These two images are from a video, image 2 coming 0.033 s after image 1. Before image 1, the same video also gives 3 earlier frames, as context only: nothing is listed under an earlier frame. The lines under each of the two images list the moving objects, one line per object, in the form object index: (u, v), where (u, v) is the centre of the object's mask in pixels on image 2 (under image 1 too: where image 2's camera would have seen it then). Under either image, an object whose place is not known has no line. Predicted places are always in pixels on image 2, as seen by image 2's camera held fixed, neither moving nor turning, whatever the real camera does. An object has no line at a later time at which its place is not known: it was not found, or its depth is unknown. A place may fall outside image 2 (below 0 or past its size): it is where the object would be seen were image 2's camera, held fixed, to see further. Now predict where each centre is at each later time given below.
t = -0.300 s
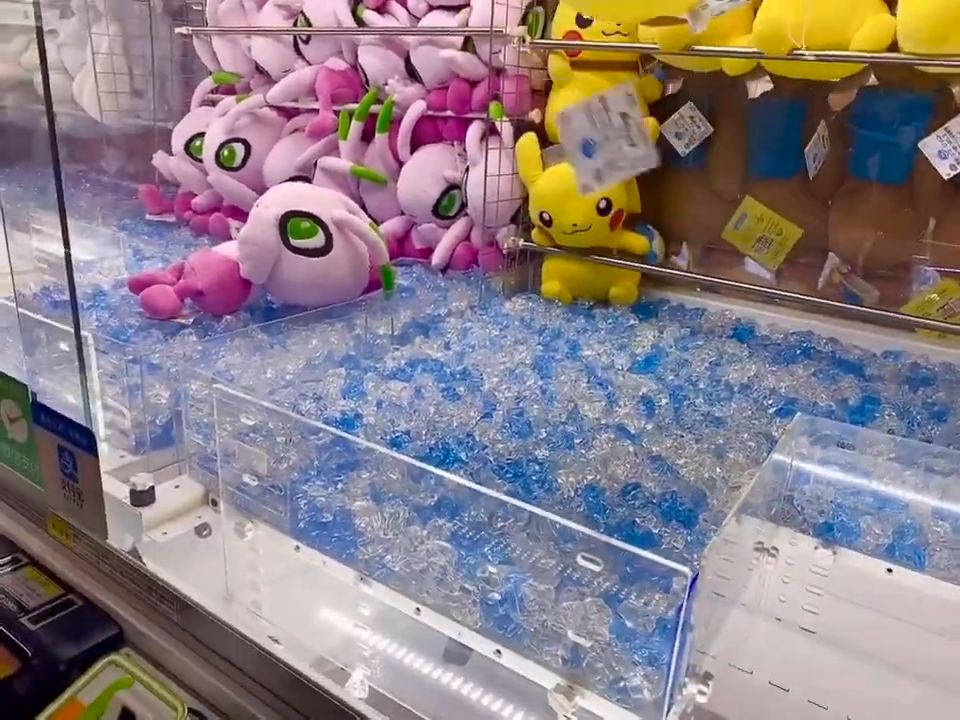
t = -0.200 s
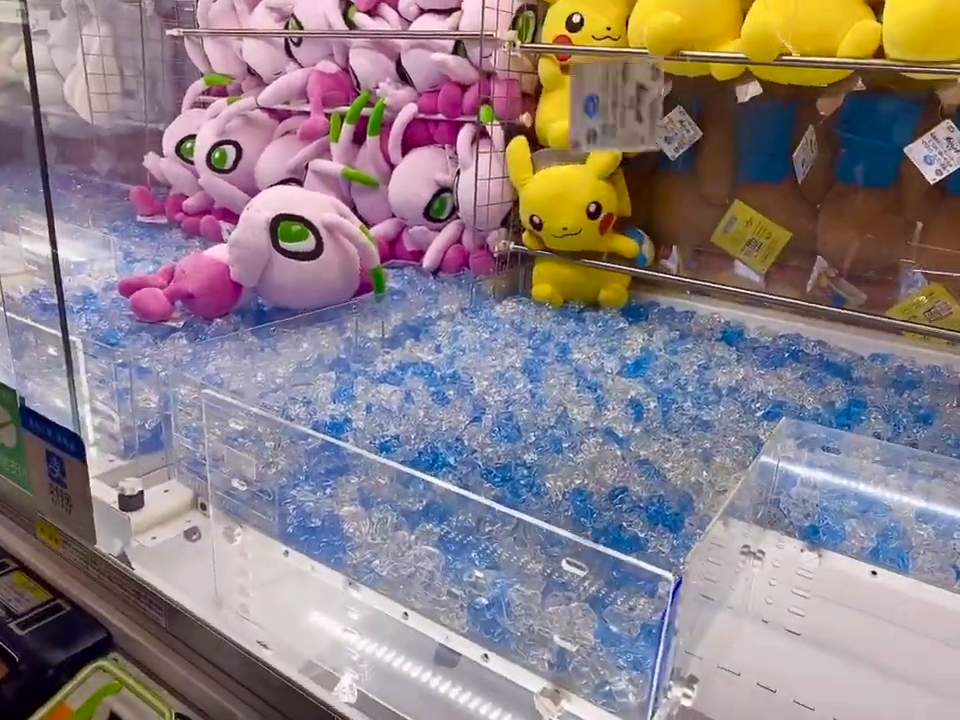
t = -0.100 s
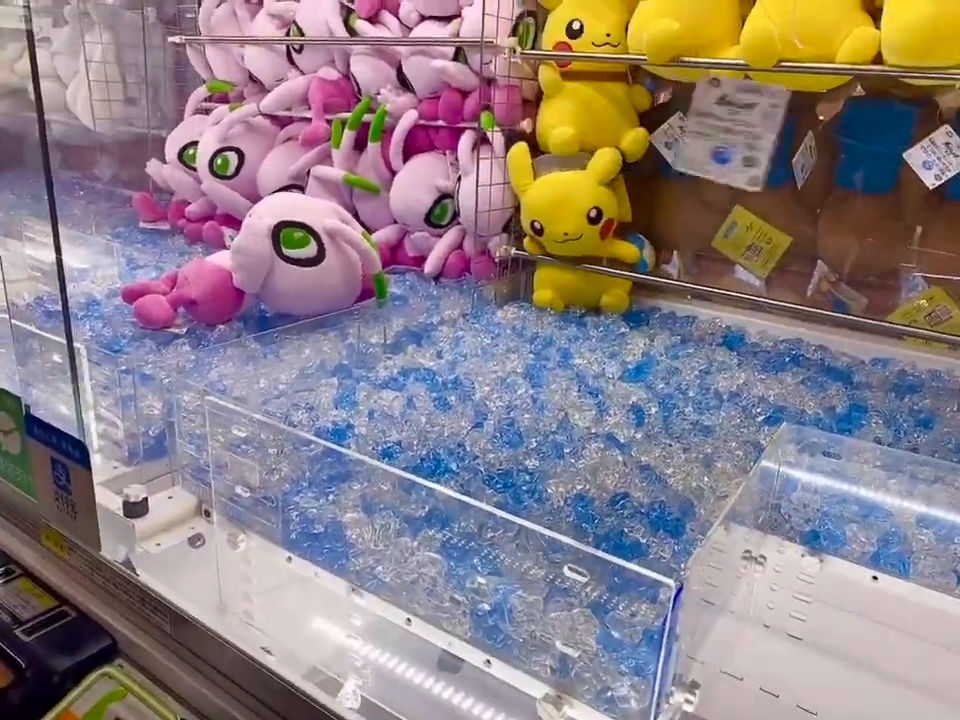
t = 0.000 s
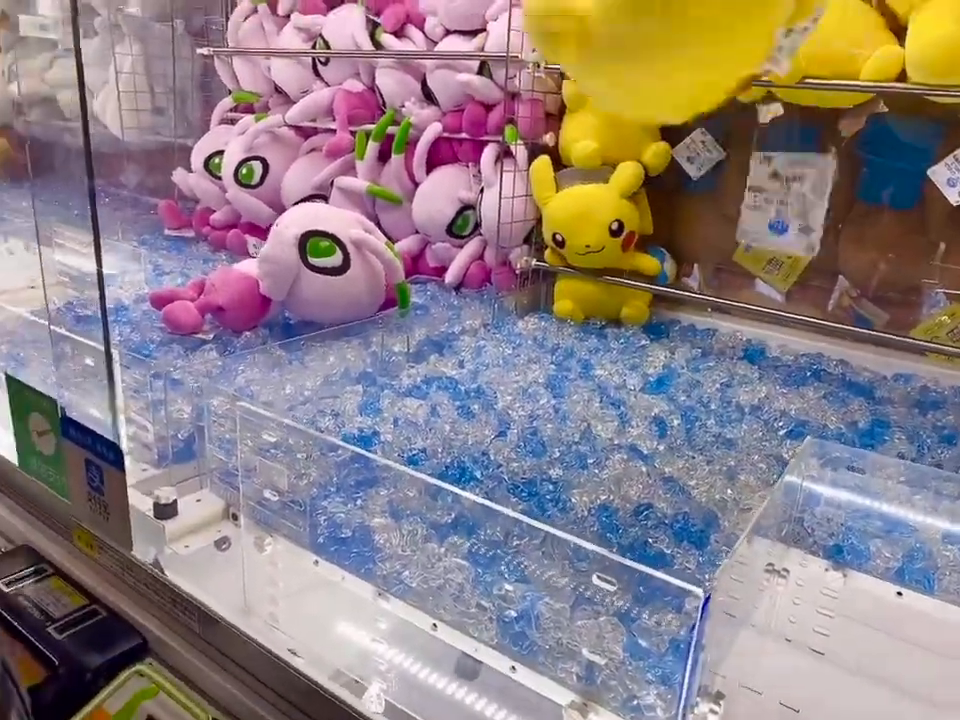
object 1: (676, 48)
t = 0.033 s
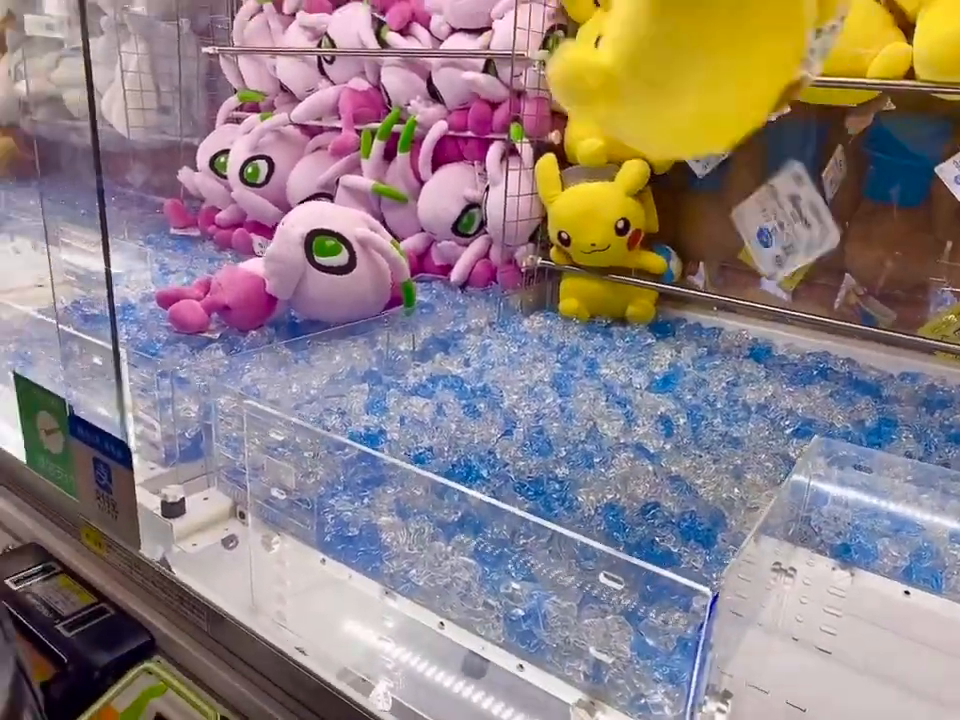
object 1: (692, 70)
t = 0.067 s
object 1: (714, 134)
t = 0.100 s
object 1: (712, 190)
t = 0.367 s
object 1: (506, 359)
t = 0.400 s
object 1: (507, 362)
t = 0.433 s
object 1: (512, 368)
